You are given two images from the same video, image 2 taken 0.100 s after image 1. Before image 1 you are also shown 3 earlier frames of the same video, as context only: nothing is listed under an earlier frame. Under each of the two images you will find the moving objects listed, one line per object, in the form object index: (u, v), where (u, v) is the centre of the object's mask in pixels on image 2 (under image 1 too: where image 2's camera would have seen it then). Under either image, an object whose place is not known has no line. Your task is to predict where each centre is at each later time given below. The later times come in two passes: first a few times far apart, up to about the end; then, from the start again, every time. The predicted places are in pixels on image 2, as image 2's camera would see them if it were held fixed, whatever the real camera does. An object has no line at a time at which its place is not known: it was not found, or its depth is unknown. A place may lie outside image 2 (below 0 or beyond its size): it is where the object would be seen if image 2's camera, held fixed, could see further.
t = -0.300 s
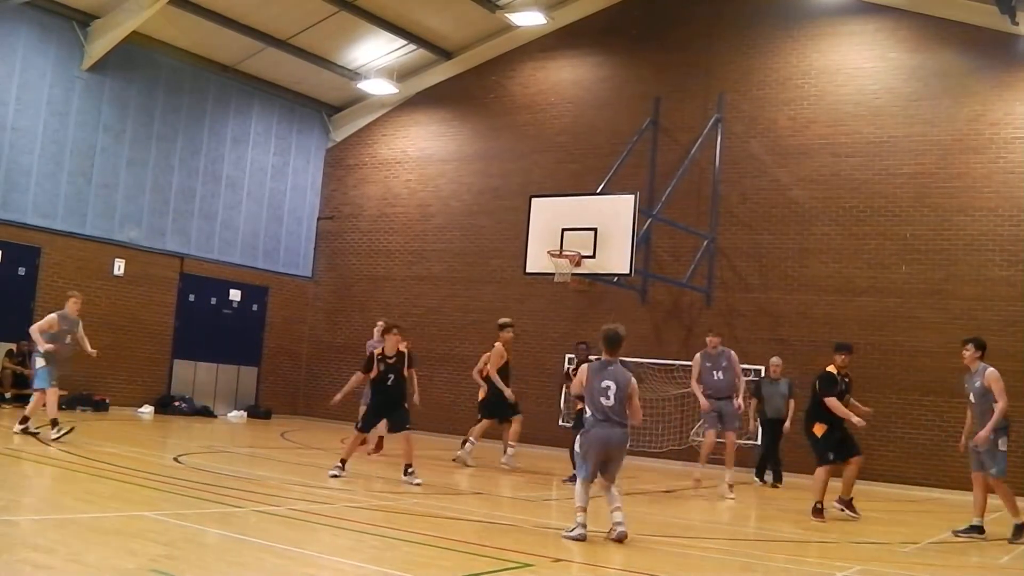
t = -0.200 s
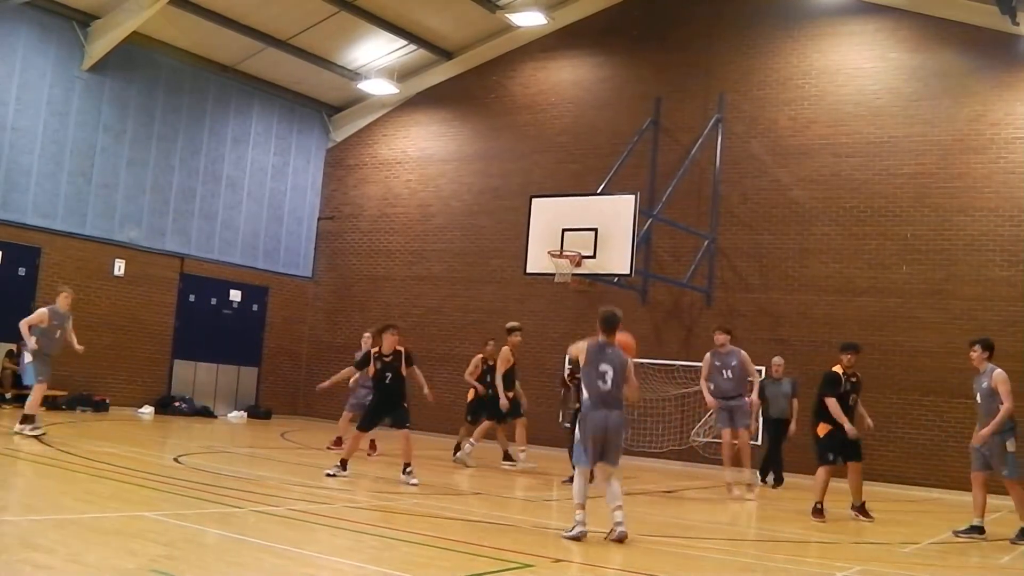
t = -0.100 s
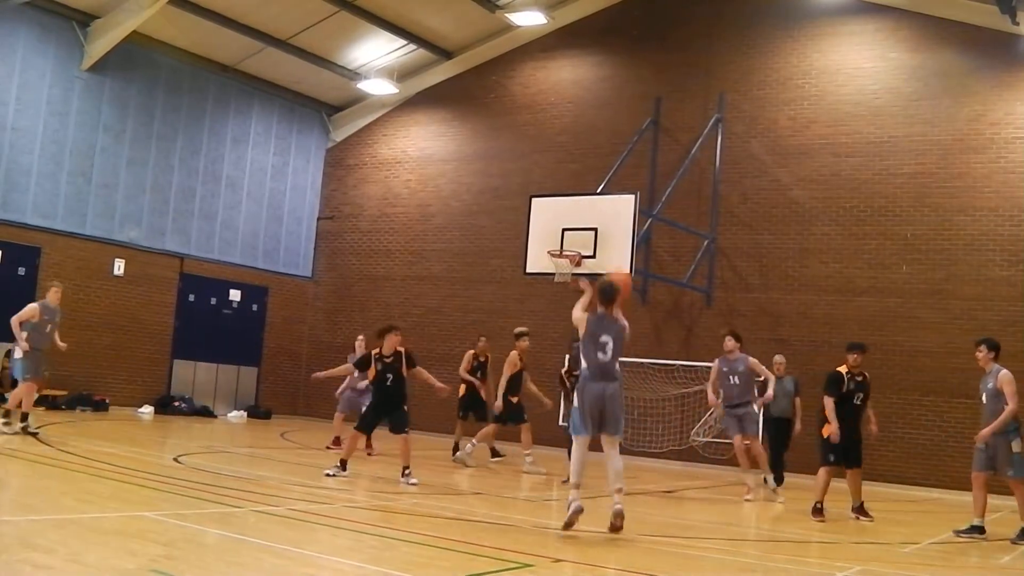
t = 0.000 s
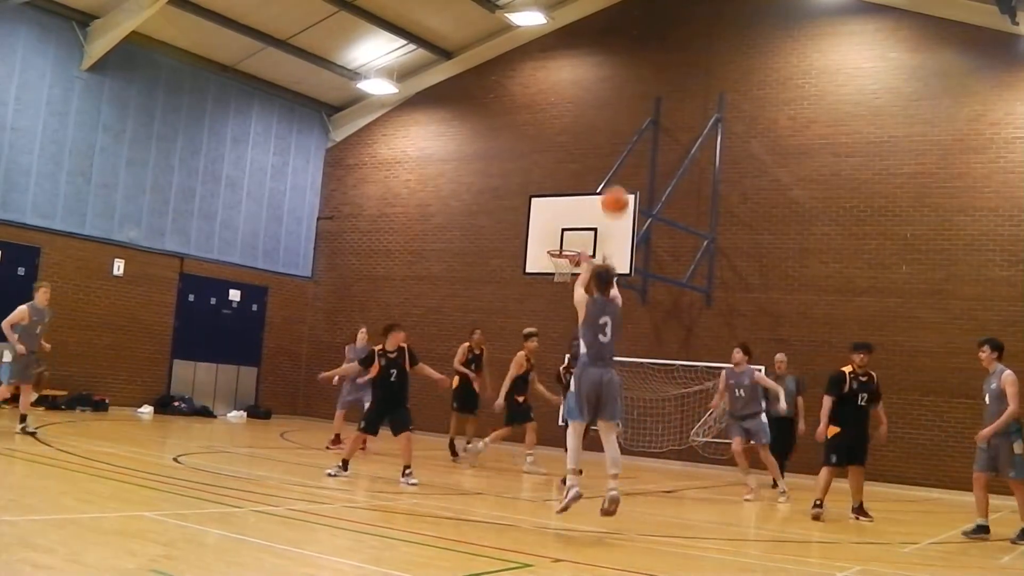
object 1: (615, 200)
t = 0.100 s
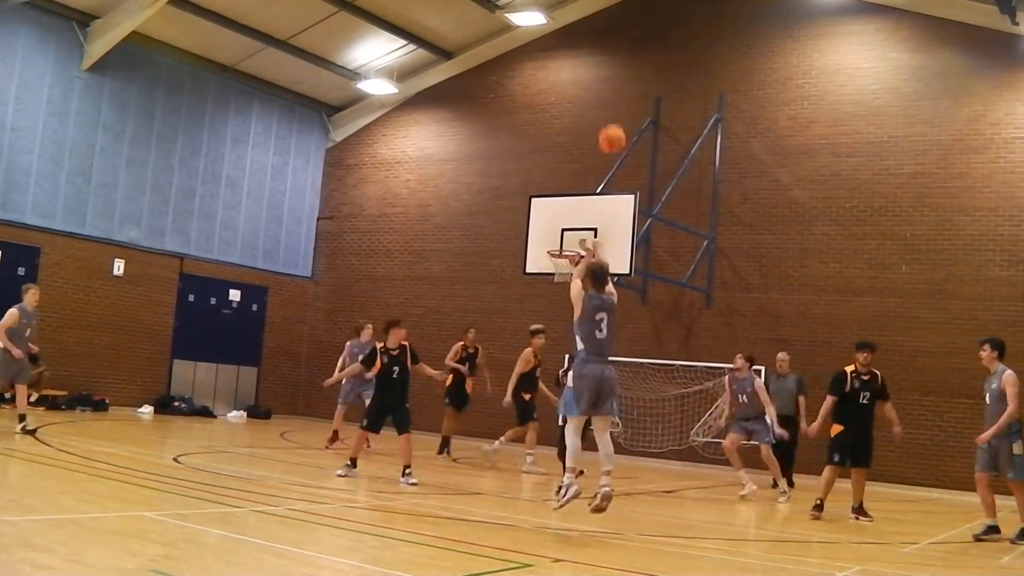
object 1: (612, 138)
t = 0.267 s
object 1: (607, 72)
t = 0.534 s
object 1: (597, 34)
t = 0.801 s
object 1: (586, 56)
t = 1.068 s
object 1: (572, 126)
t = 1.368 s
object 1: (555, 248)
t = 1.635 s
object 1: (608, 223)
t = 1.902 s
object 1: (650, 232)
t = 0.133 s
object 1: (611, 121)
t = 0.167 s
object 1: (610, 106)
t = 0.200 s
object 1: (609, 92)
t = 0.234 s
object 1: (608, 82)
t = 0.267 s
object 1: (607, 72)
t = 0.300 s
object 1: (606, 59)
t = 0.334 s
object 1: (605, 52)
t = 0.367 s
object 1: (604, 46)
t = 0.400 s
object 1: (602, 41)
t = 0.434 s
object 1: (601, 39)
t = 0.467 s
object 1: (600, 37)
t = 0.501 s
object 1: (599, 35)
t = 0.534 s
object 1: (597, 34)
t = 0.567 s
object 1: (596, 34)
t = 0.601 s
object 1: (594, 35)
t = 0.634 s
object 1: (593, 37)
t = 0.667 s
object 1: (592, 39)
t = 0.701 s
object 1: (590, 42)
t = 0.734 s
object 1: (589, 47)
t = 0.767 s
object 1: (587, 51)
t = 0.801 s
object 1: (586, 56)
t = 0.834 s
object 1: (584, 63)
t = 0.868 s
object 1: (582, 70)
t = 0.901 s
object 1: (580, 77)
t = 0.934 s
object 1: (579, 86)
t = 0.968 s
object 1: (577, 95)
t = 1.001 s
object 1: (574, 104)
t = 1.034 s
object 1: (573, 115)
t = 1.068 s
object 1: (572, 126)
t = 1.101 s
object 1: (570, 137)
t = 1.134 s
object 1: (568, 149)
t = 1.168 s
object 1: (567, 161)
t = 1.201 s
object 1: (565, 174)
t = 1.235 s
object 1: (563, 187)
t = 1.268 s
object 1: (560, 202)
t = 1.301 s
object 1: (558, 217)
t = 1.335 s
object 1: (556, 231)
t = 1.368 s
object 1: (555, 248)
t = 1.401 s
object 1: (563, 247)
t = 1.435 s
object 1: (573, 246)
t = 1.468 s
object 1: (580, 241)
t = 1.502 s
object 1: (586, 236)
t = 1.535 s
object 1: (592, 231)
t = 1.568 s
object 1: (598, 228)
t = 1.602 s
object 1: (603, 225)
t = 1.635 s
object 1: (608, 223)
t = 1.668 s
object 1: (614, 221)
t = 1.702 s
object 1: (619, 220)
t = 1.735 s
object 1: (625, 220)
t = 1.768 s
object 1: (630, 221)
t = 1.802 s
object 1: (636, 222)
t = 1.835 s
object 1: (641, 225)
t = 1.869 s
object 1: (646, 228)
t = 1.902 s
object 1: (650, 232)
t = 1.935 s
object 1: (656, 236)
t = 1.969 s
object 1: (661, 242)
